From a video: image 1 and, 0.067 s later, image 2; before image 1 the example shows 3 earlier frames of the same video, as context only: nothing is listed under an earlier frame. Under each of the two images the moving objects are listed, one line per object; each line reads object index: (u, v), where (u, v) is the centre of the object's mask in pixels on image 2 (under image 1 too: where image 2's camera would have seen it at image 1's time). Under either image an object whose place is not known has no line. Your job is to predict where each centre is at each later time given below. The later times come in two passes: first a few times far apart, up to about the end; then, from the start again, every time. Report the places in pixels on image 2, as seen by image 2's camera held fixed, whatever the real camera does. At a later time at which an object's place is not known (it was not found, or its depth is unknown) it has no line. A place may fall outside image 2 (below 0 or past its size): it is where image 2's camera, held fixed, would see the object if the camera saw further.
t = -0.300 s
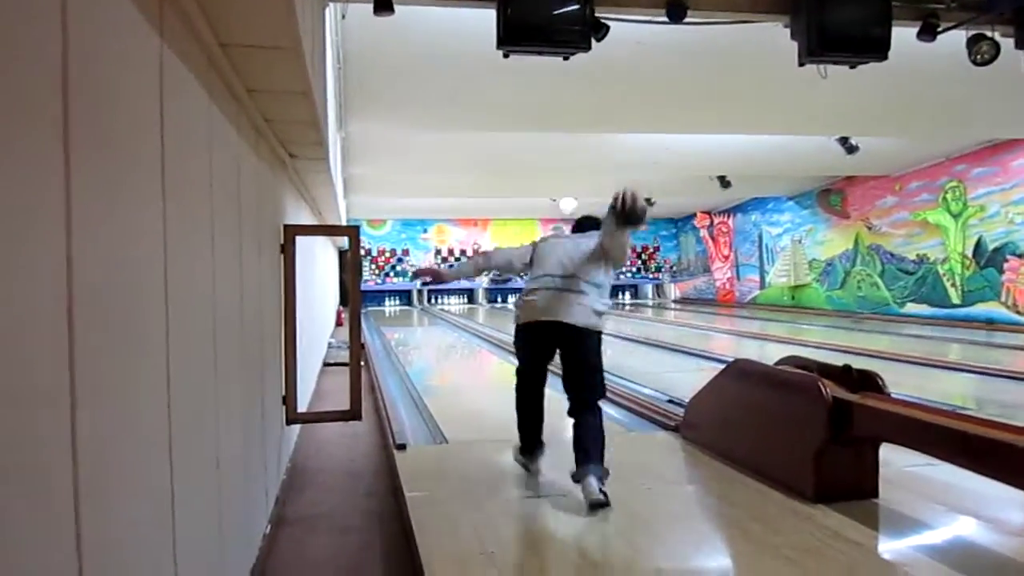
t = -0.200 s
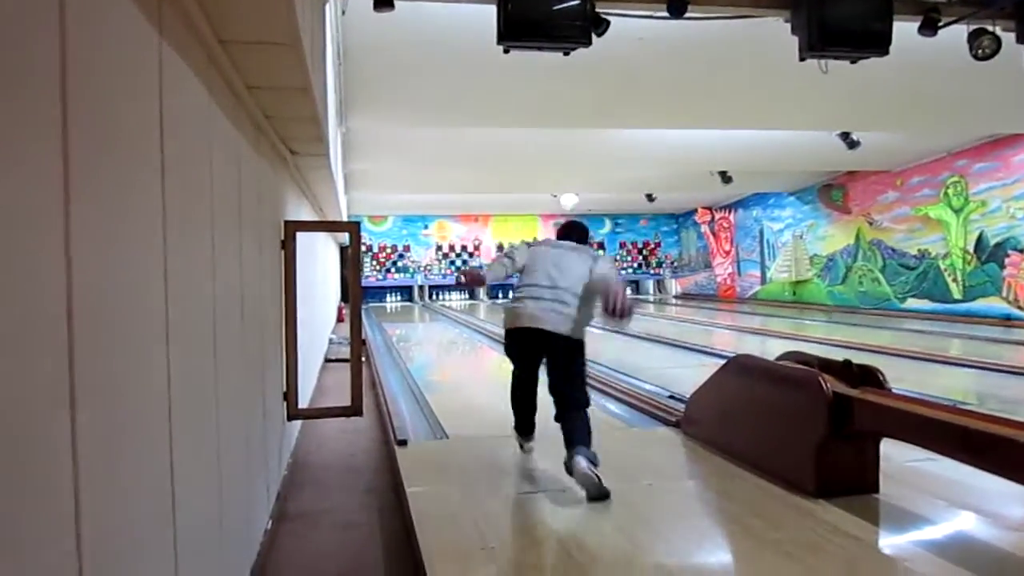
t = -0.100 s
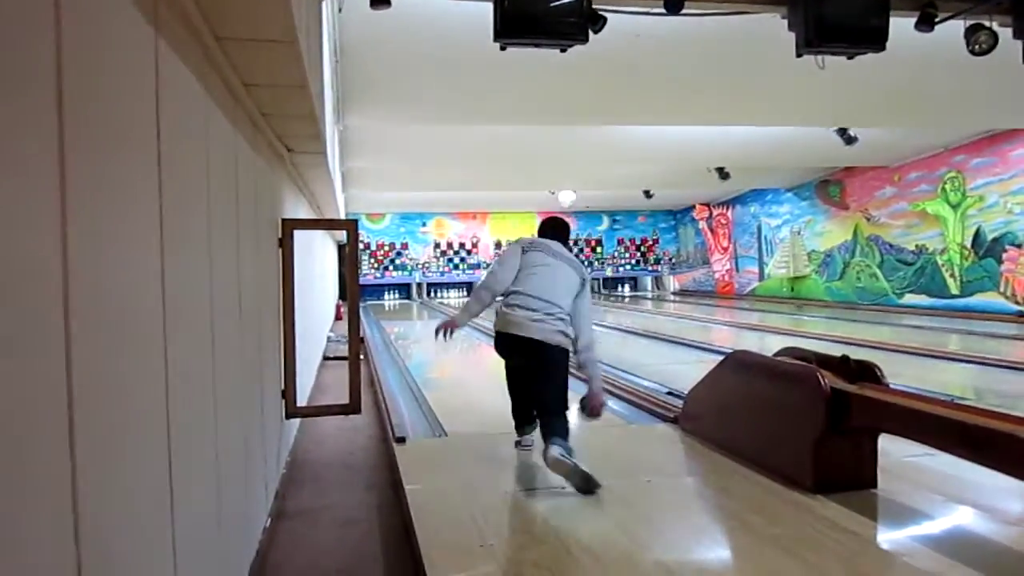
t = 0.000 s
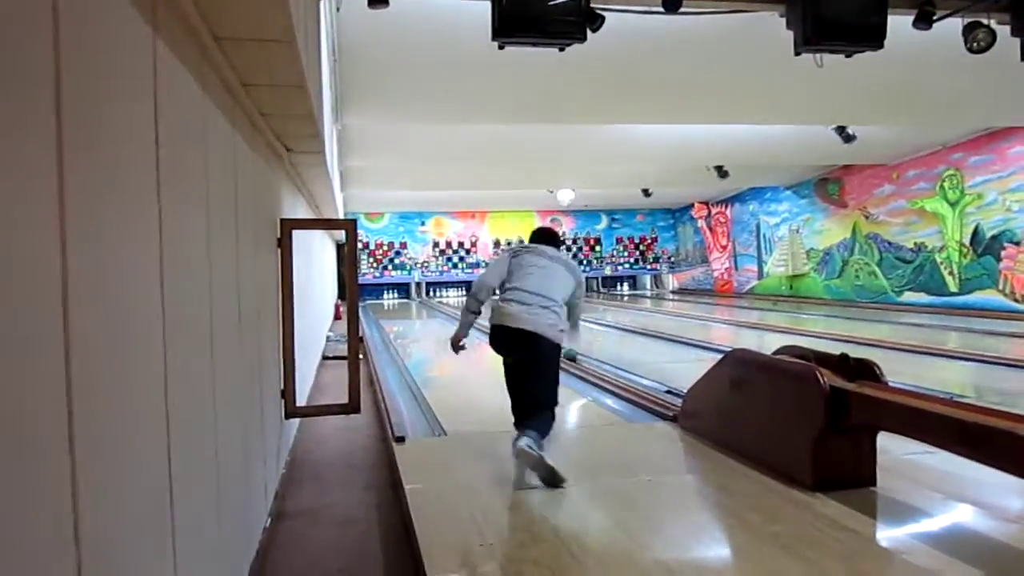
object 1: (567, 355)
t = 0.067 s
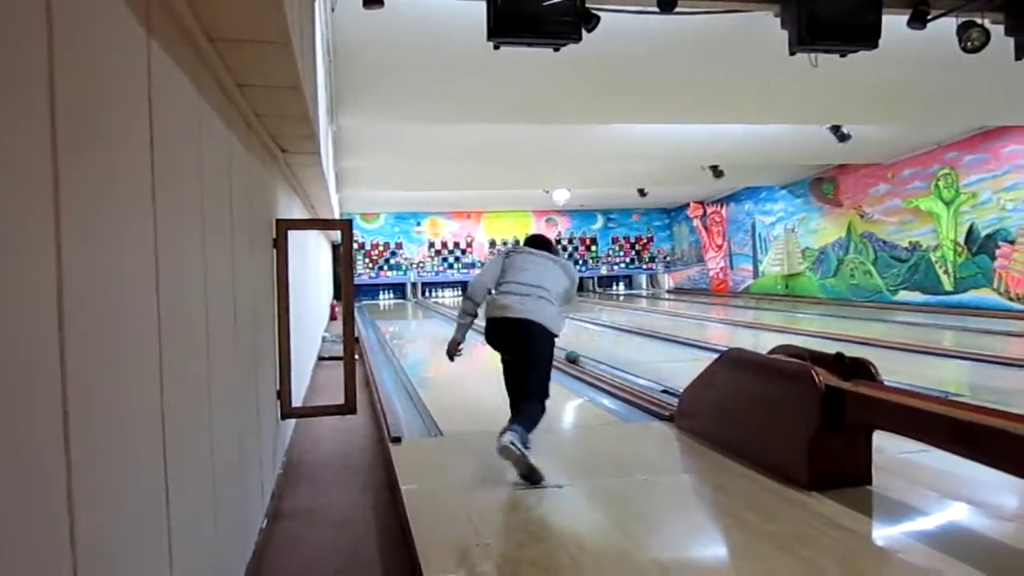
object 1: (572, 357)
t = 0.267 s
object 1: (592, 365)
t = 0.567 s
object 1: (630, 379)
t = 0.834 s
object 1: (671, 396)
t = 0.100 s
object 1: (575, 358)
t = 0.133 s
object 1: (578, 360)
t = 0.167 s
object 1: (582, 361)
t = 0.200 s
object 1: (585, 362)
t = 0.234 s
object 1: (589, 364)
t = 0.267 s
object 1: (592, 365)
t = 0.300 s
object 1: (596, 367)
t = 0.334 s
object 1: (600, 368)
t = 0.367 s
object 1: (604, 370)
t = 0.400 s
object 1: (608, 371)
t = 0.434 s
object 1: (612, 373)
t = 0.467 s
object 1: (616, 375)
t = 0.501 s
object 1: (621, 376)
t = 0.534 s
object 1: (625, 378)
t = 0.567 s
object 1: (630, 379)
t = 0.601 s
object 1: (634, 381)
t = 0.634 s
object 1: (640, 384)
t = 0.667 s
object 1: (644, 386)
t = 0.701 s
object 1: (650, 388)
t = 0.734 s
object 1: (654, 390)
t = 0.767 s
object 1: (660, 392)
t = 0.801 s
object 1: (666, 394)
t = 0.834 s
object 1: (671, 396)
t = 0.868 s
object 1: (674, 397)
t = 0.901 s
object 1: (677, 399)
